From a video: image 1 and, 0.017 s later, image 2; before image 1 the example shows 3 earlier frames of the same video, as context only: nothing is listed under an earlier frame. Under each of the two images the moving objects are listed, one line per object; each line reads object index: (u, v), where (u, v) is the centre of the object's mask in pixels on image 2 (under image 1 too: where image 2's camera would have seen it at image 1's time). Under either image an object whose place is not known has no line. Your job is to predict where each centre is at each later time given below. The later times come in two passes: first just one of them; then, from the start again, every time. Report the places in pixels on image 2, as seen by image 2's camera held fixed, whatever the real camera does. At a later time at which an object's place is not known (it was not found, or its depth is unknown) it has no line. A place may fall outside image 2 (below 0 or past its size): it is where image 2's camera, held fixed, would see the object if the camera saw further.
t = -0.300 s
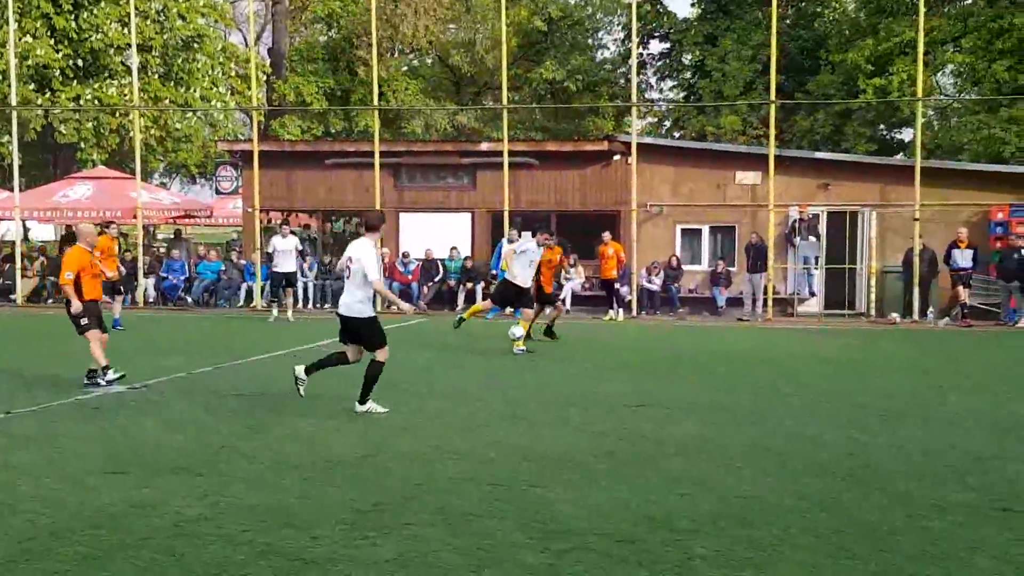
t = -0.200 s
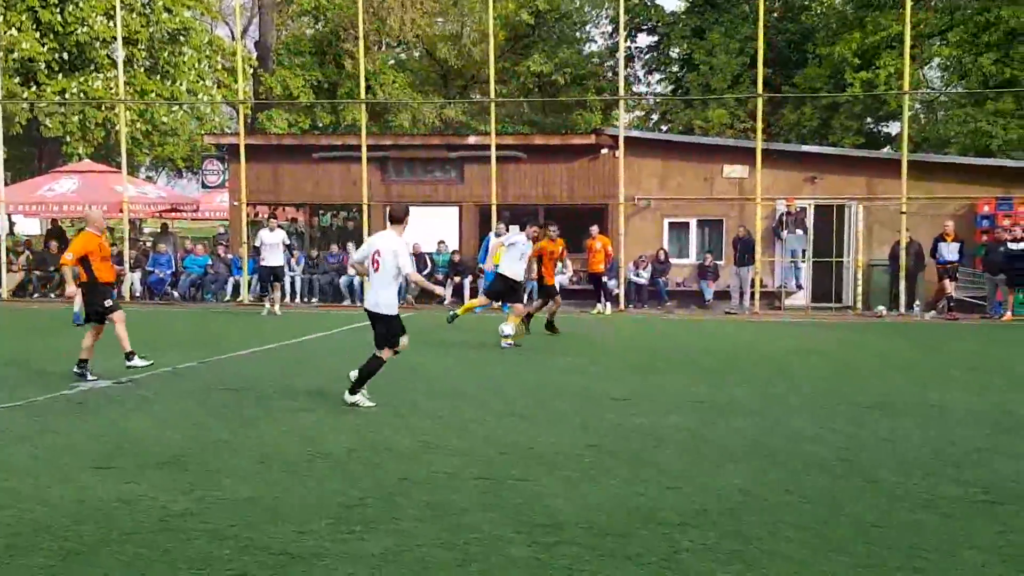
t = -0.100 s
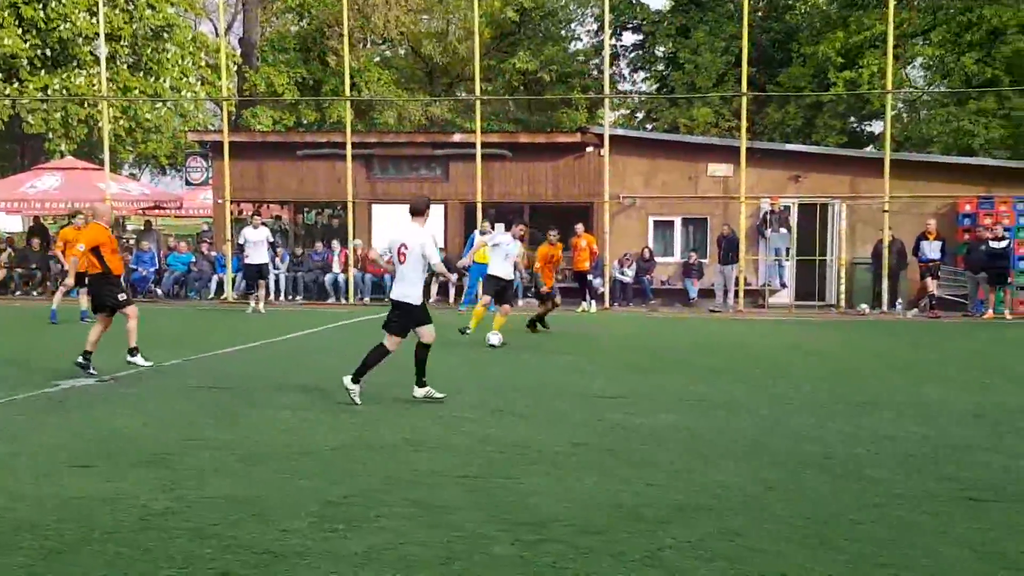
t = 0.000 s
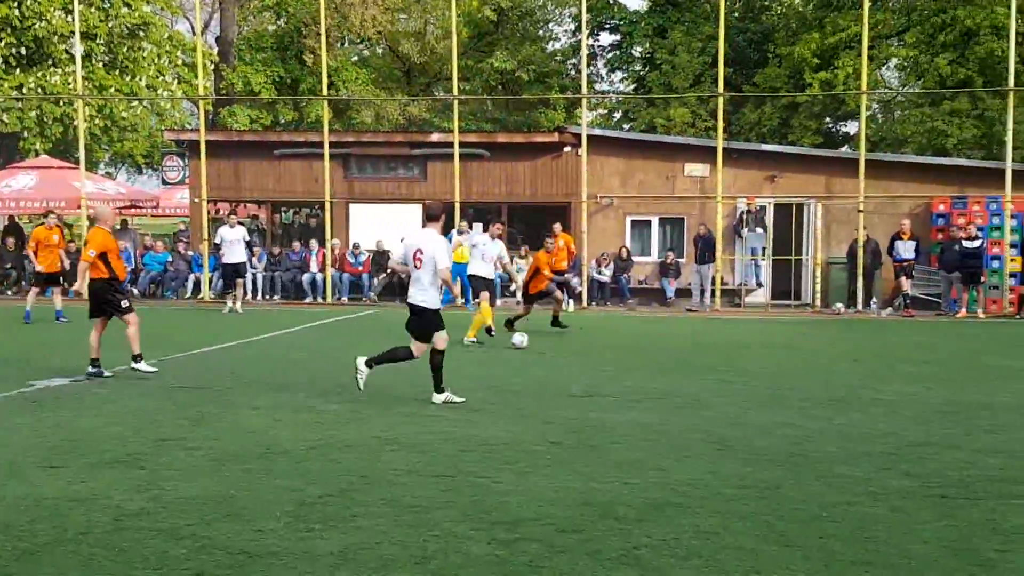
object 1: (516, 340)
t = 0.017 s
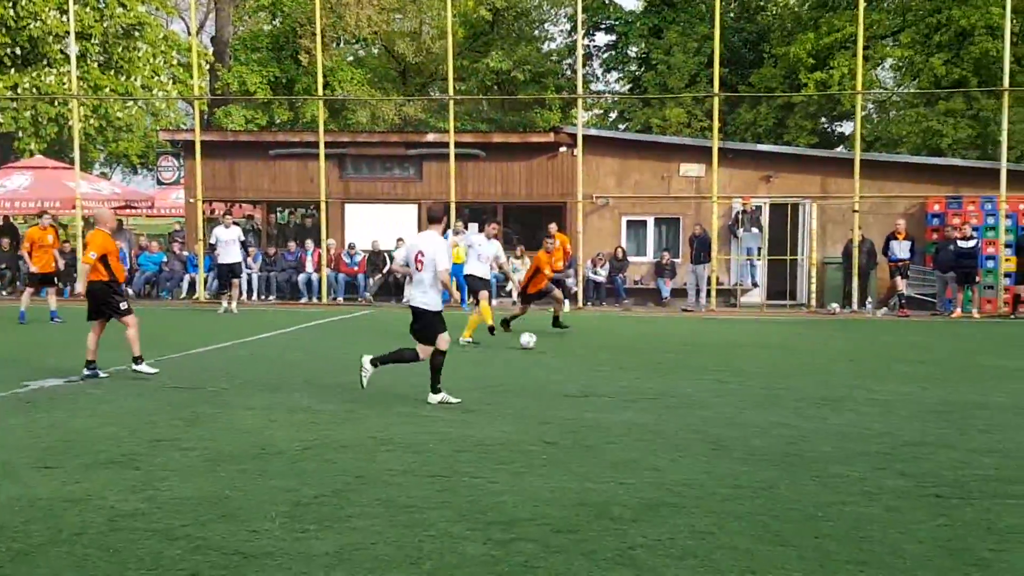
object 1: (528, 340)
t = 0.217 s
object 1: (678, 347)
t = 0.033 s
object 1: (540, 340)
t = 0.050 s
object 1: (552, 339)
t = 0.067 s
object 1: (564, 340)
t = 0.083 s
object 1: (576, 339)
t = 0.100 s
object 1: (589, 339)
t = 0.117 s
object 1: (601, 340)
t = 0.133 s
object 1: (614, 340)
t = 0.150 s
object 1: (627, 341)
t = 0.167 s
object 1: (640, 342)
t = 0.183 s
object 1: (653, 344)
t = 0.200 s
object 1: (666, 346)
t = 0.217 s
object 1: (678, 347)
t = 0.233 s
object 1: (691, 347)
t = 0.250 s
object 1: (703, 347)
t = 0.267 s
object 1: (716, 347)
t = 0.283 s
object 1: (727, 347)
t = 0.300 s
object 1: (740, 347)
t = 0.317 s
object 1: (752, 347)
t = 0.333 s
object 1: (765, 348)
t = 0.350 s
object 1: (778, 349)
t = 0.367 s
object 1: (790, 350)
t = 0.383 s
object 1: (803, 352)
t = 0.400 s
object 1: (816, 353)
